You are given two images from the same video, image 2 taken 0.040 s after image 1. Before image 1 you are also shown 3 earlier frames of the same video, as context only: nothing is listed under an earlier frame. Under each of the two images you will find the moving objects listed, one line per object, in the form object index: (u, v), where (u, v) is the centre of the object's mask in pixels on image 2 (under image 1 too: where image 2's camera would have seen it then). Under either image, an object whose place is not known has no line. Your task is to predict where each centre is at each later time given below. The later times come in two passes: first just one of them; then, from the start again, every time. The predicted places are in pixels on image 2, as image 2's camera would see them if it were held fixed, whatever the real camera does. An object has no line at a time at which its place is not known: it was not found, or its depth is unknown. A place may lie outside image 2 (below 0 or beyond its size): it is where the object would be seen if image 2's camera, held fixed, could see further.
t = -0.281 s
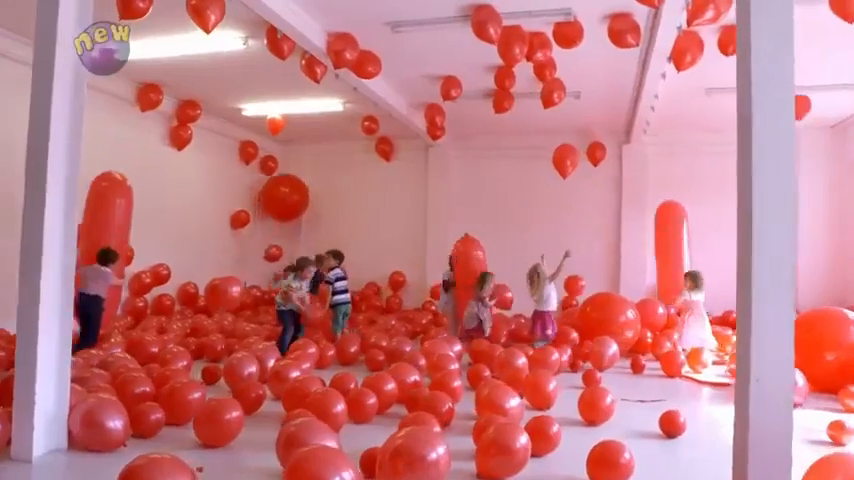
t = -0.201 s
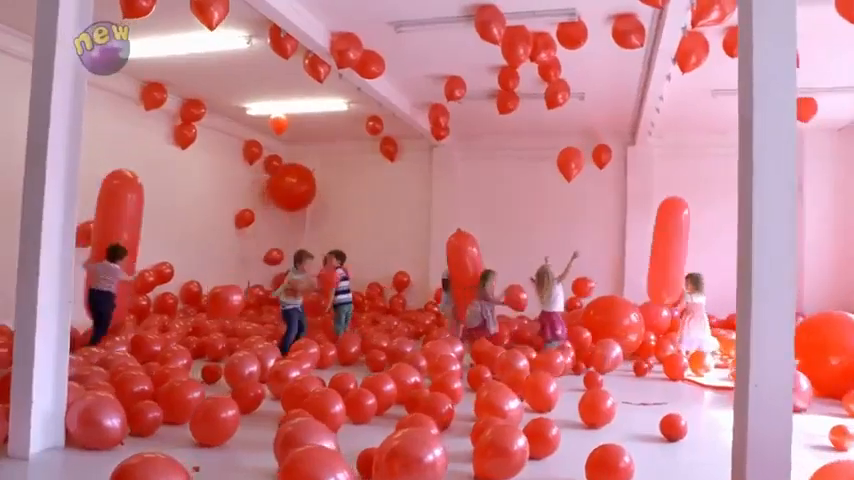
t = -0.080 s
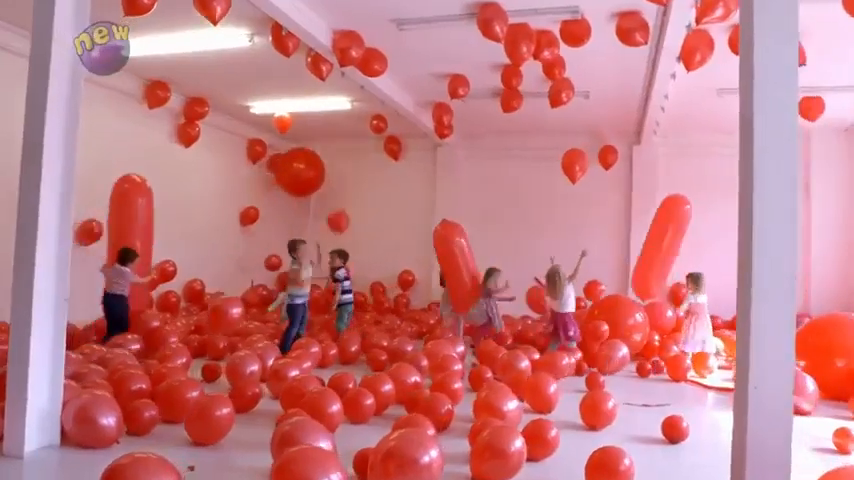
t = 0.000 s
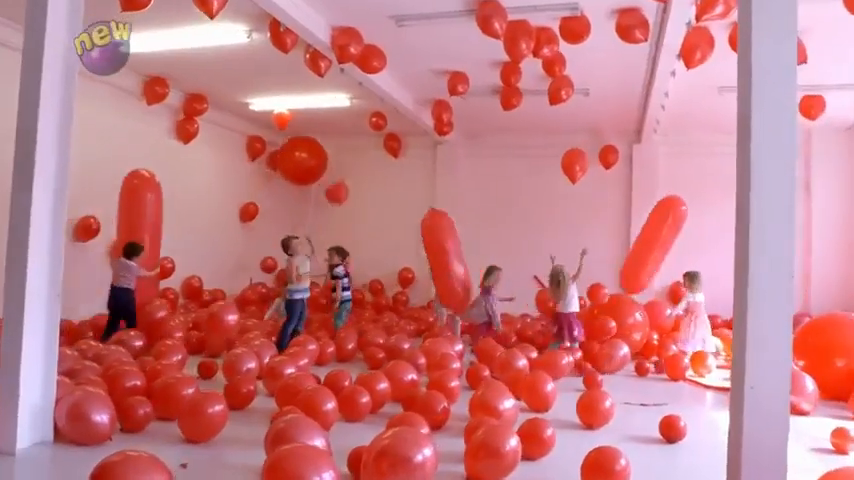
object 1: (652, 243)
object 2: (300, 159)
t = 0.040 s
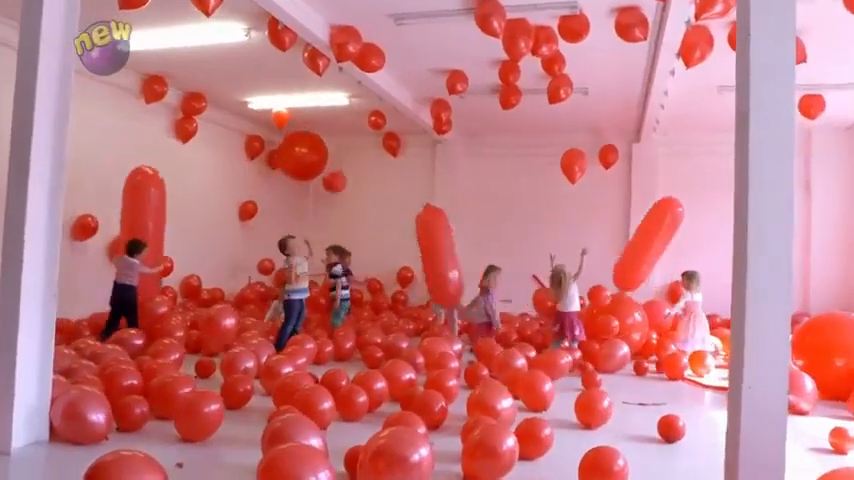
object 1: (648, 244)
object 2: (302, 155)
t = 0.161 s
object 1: (636, 245)
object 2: (304, 143)
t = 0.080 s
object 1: (644, 244)
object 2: (303, 151)
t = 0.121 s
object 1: (640, 245)
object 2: (304, 147)
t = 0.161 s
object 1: (636, 245)
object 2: (304, 143)
